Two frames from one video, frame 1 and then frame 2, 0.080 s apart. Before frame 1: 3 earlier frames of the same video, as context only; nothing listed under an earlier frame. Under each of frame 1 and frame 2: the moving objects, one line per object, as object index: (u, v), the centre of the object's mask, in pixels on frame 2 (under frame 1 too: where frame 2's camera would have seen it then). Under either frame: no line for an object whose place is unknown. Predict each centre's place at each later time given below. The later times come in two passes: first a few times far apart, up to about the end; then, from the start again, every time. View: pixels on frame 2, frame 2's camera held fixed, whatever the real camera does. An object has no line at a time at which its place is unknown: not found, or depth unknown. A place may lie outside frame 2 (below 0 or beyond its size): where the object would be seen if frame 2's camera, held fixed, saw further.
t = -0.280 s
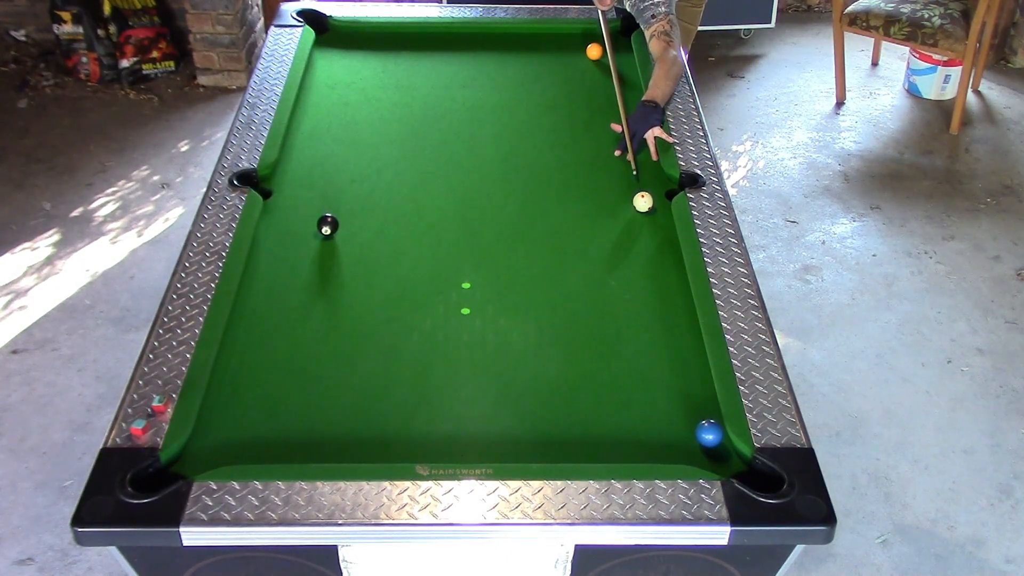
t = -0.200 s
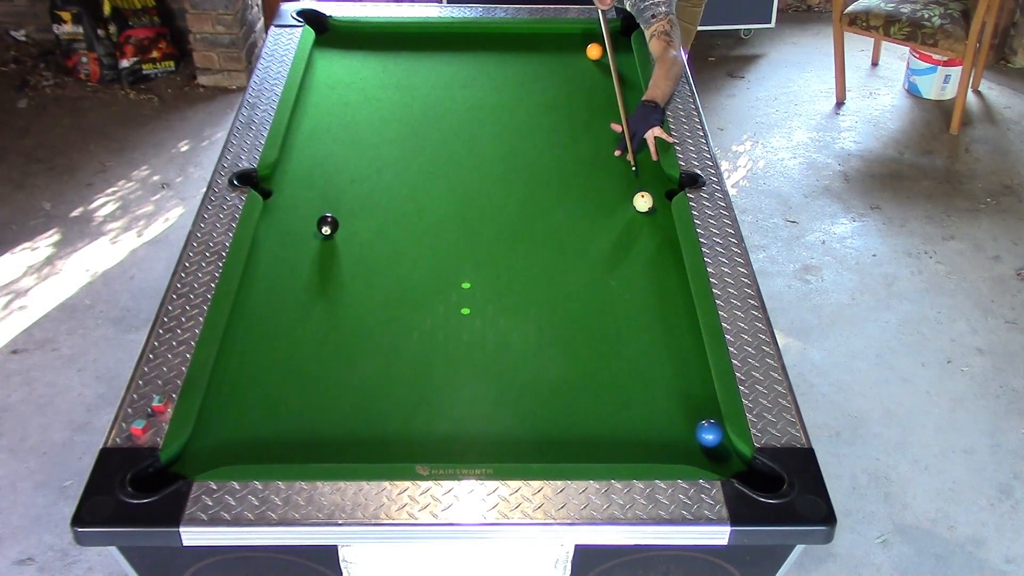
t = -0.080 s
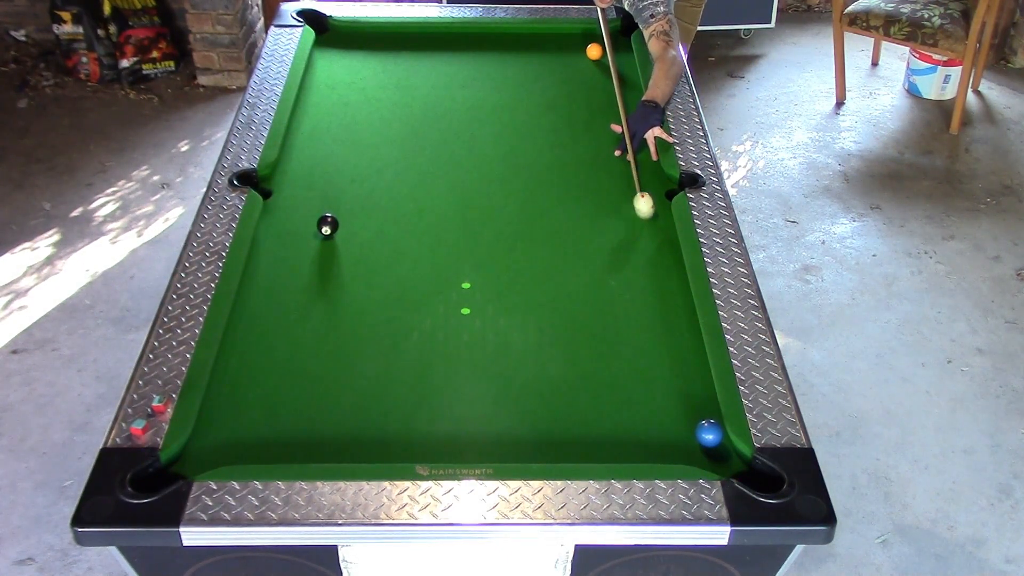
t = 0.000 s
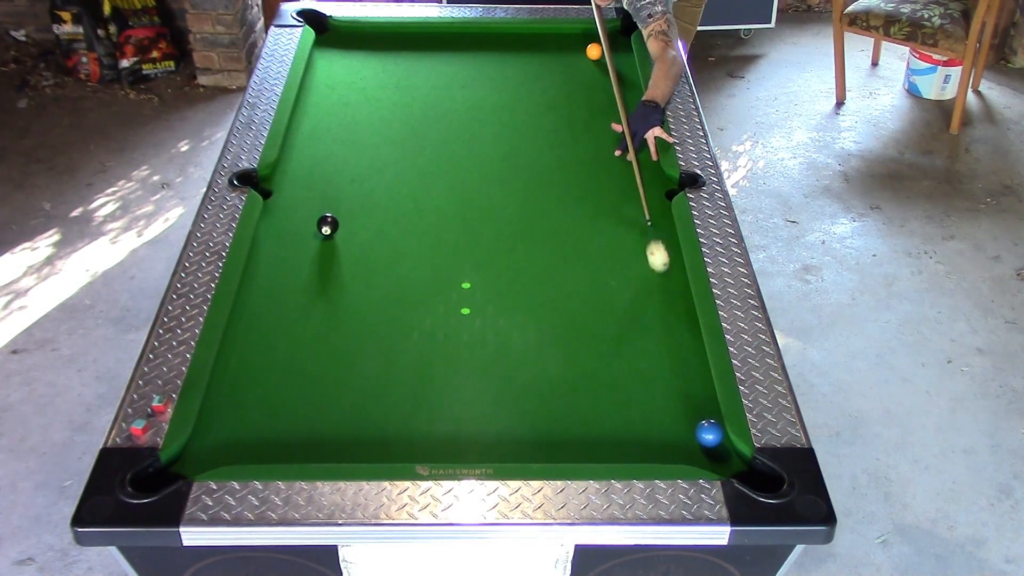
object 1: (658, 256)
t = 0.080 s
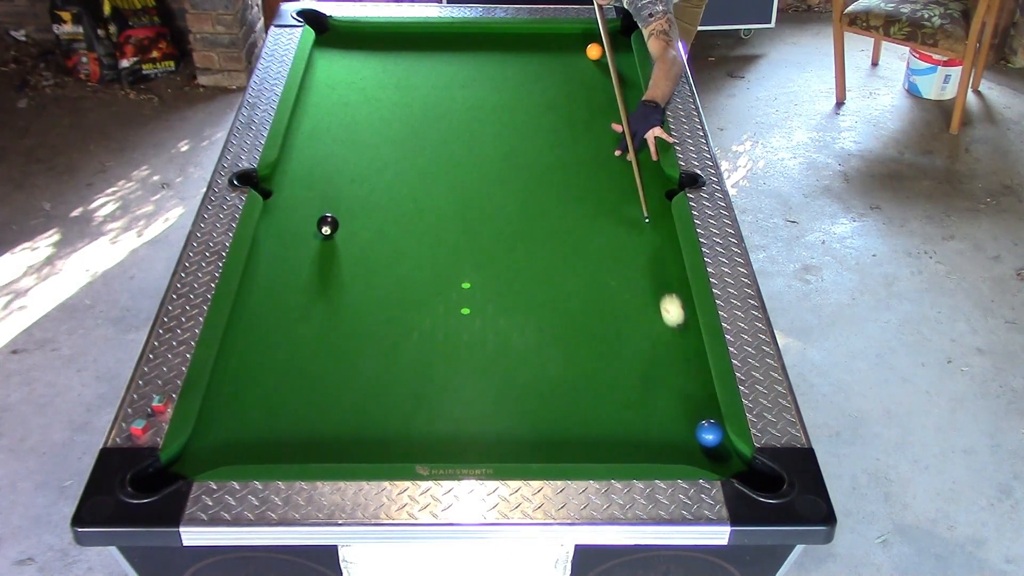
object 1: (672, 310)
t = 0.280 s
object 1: (692, 414)
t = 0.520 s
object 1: (661, 410)
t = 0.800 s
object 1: (629, 404)
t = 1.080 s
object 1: (602, 399)
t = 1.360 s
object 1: (580, 395)
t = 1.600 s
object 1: (565, 392)
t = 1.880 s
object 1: (553, 390)
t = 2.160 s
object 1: (545, 389)
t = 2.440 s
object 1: (543, 389)
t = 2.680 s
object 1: (543, 389)
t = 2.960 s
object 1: (543, 389)
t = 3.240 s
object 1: (543, 389)
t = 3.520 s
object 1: (543, 389)
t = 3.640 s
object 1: (543, 389)
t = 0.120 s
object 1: (679, 338)
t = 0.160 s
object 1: (686, 365)
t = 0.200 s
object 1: (693, 392)
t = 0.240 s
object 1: (697, 414)
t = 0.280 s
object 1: (692, 414)
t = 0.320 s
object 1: (687, 414)
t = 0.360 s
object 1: (681, 413)
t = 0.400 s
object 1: (676, 412)
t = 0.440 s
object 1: (671, 411)
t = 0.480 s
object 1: (666, 410)
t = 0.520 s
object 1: (661, 410)
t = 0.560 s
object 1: (656, 409)
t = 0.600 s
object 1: (651, 408)
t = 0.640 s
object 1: (647, 407)
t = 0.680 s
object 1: (642, 406)
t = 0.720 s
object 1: (637, 406)
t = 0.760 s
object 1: (633, 405)
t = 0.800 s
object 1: (629, 404)
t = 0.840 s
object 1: (624, 403)
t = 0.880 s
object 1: (620, 403)
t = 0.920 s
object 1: (616, 402)
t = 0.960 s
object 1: (612, 401)
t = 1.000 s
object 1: (609, 401)
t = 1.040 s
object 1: (605, 400)
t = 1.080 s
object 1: (602, 399)
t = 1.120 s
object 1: (598, 399)
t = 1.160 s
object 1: (595, 398)
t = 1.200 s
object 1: (592, 397)
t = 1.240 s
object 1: (588, 397)
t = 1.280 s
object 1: (585, 396)
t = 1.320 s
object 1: (582, 395)
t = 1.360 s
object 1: (580, 395)
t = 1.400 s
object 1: (577, 394)
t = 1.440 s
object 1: (574, 394)
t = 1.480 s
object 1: (572, 393)
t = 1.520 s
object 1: (570, 393)
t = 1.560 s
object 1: (567, 393)
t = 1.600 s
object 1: (565, 392)
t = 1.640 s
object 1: (563, 392)
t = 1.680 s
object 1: (561, 391)
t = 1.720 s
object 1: (559, 391)
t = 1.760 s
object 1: (557, 391)
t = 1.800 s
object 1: (556, 390)
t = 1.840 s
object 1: (554, 390)
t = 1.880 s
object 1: (553, 390)
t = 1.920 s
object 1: (551, 389)
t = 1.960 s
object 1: (550, 389)
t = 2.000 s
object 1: (549, 389)
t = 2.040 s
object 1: (548, 389)
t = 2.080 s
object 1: (547, 389)
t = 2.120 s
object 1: (546, 389)
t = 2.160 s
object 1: (545, 389)
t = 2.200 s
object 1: (545, 389)
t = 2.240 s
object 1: (544, 388)
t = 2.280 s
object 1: (544, 389)
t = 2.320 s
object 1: (543, 389)
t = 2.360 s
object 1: (543, 388)
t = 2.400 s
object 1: (543, 389)
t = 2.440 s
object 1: (543, 389)
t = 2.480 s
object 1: (543, 389)
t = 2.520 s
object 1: (543, 389)
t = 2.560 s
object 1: (543, 389)
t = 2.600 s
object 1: (543, 388)
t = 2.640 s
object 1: (543, 389)
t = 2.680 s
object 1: (543, 389)
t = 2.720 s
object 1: (543, 389)
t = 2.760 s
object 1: (543, 389)
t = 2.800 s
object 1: (543, 389)
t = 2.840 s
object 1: (543, 389)
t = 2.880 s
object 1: (543, 389)
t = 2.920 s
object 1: (543, 389)
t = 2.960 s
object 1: (543, 389)
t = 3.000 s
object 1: (543, 389)
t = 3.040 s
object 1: (543, 389)
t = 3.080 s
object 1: (543, 389)
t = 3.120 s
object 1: (543, 389)
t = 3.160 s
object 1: (543, 388)
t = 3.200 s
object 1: (543, 389)
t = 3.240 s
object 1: (543, 389)
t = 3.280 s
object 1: (543, 389)
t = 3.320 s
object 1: (543, 389)
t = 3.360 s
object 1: (543, 389)
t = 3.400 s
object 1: (543, 389)
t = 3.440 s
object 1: (543, 389)
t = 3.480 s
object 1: (543, 389)
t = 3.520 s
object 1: (543, 389)
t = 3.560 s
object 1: (543, 389)
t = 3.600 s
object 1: (543, 389)
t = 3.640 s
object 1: (543, 389)
